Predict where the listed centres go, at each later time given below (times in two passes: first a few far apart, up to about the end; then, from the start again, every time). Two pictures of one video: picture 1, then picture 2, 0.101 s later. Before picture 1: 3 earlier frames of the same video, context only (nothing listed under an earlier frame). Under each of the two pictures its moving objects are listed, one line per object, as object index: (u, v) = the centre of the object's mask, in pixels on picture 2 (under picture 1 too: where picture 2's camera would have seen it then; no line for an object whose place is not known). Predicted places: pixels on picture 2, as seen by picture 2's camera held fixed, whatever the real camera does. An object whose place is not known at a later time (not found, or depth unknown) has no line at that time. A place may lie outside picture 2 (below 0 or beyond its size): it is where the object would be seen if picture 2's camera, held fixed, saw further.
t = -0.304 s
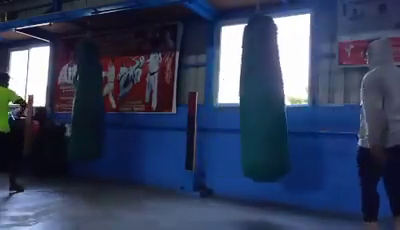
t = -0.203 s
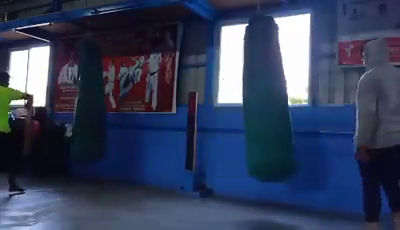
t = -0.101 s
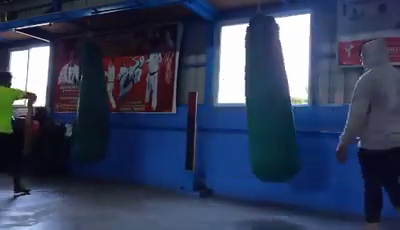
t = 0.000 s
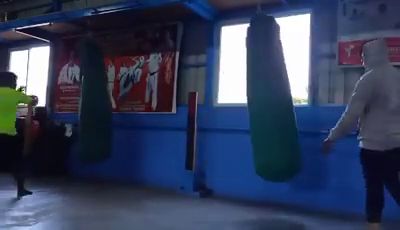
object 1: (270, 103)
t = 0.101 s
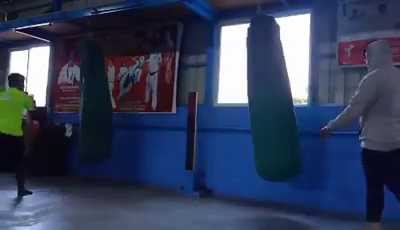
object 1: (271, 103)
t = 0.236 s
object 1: (270, 103)
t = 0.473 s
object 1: (265, 103)
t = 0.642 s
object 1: (259, 102)
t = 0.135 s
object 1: (271, 103)
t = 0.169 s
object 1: (271, 103)
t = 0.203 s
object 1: (271, 103)
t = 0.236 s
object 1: (270, 103)
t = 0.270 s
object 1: (270, 103)
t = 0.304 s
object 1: (269, 103)
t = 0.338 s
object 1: (269, 103)
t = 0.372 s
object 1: (268, 103)
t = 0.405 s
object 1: (267, 103)
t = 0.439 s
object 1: (266, 102)
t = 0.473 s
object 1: (265, 103)
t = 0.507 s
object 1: (264, 102)
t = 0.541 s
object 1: (263, 102)
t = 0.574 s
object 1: (262, 102)
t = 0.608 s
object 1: (261, 102)
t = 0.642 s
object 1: (259, 102)
